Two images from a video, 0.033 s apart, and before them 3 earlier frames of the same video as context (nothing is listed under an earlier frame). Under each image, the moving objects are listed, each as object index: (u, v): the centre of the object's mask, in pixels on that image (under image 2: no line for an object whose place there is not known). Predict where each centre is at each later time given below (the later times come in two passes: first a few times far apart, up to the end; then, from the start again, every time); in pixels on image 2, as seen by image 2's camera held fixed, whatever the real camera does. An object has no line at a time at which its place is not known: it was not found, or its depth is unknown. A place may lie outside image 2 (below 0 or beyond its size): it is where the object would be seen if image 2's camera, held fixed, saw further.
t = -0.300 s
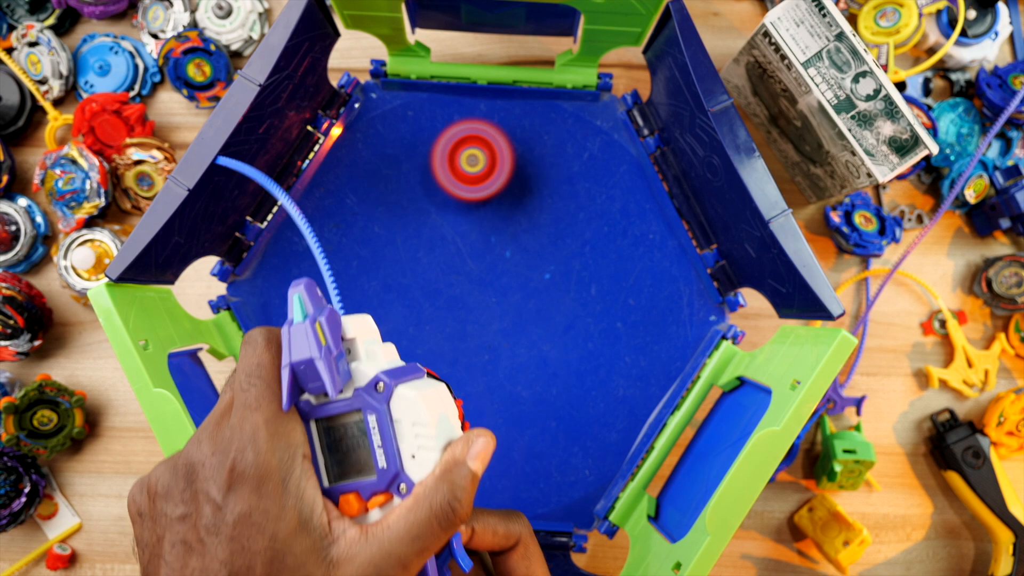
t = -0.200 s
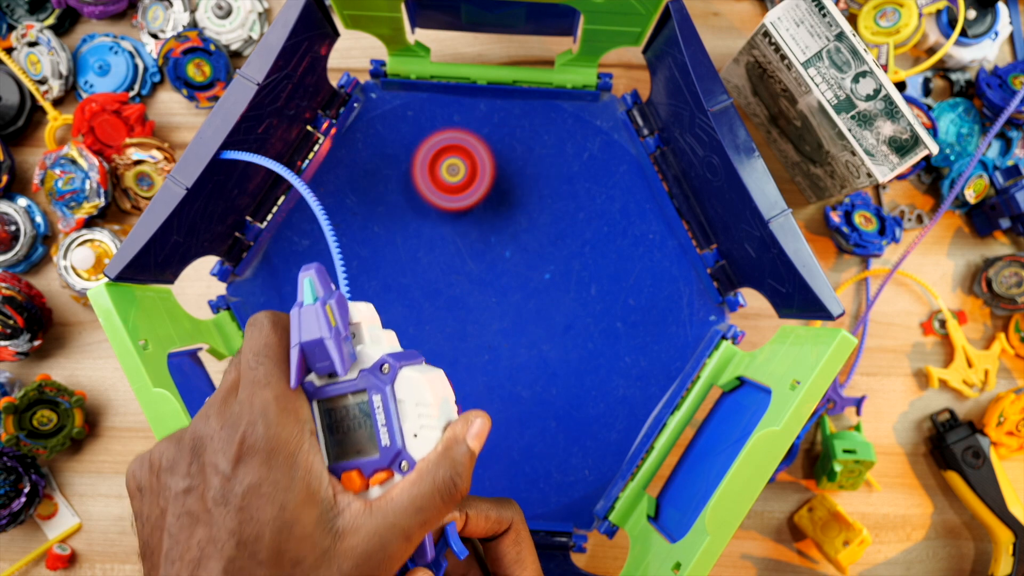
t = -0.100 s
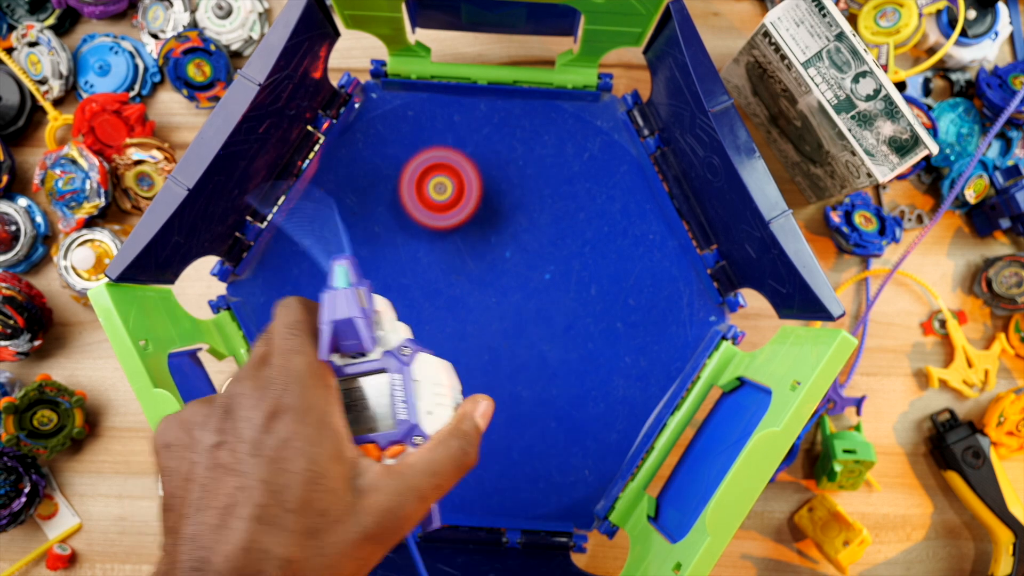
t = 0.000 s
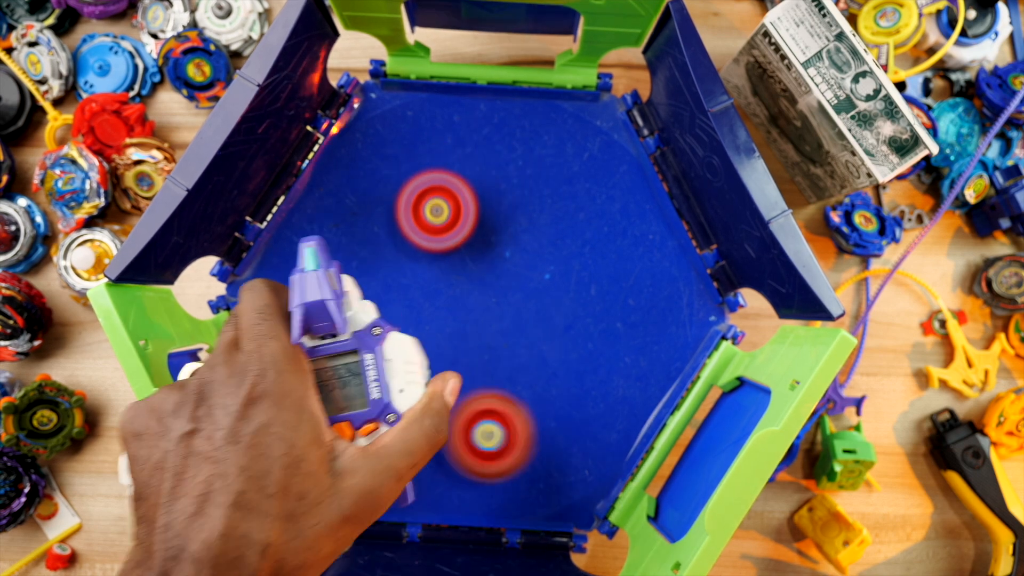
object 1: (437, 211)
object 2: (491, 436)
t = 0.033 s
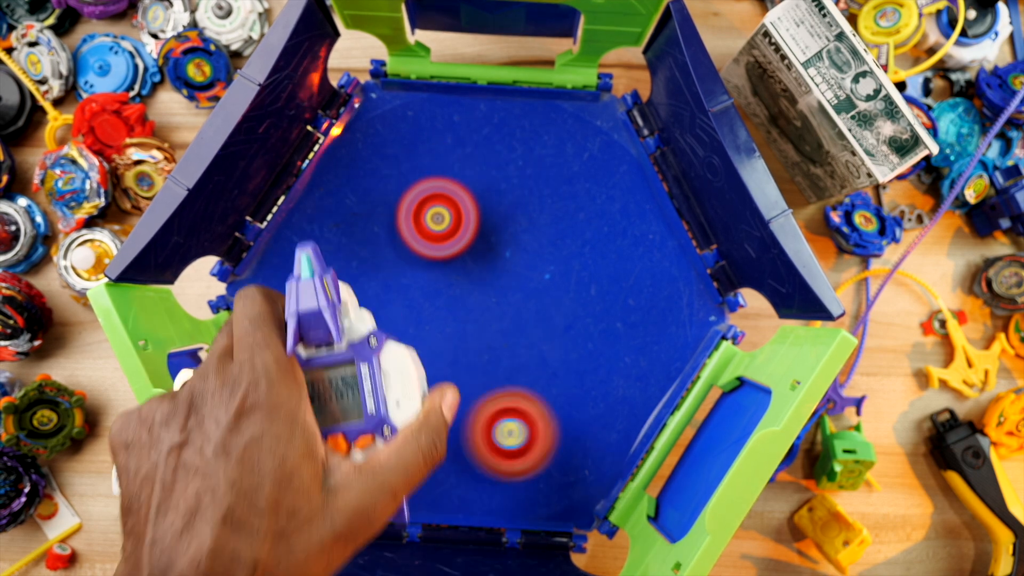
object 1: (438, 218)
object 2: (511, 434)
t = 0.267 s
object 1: (451, 264)
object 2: (606, 370)
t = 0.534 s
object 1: (464, 294)
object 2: (681, 329)
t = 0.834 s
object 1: (478, 316)
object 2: (628, 336)
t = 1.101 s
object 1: (473, 330)
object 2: (548, 202)
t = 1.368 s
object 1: (476, 337)
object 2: (611, 108)
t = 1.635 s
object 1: (455, 387)
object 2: (523, 141)
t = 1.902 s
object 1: (447, 397)
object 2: (379, 206)
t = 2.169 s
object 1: (445, 376)
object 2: (319, 187)
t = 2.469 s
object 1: (439, 345)
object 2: (393, 267)
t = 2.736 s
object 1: (561, 457)
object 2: (320, 223)
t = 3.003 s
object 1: (611, 368)
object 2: (428, 240)
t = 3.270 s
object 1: (561, 283)
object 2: (446, 405)
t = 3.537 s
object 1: (499, 270)
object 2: (331, 453)
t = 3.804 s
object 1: (469, 285)
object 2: (348, 314)
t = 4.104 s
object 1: (707, 365)
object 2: (408, 247)
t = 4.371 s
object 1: (507, 372)
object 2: (670, 285)
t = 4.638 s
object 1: (402, 343)
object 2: (492, 430)
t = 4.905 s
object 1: (388, 304)
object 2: (412, 408)
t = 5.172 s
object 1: (366, 99)
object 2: (450, 479)
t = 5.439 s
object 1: (371, 81)
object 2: (482, 431)
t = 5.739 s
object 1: (365, 85)
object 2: (543, 337)
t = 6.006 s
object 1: (365, 94)
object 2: (581, 252)
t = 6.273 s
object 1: (369, 96)
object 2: (592, 204)
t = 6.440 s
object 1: (385, 96)
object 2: (563, 212)
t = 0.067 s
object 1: (439, 226)
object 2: (533, 430)
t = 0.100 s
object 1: (440, 233)
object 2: (551, 423)
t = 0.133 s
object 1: (442, 240)
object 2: (564, 414)
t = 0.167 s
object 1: (445, 247)
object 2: (577, 403)
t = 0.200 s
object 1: (447, 254)
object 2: (586, 393)
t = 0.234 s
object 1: (449, 259)
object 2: (596, 382)
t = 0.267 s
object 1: (451, 264)
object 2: (606, 370)
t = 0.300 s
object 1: (452, 268)
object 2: (617, 358)
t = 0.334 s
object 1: (454, 272)
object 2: (628, 348)
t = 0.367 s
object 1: (455, 276)
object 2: (640, 340)
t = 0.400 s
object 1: (457, 280)
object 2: (650, 335)
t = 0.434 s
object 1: (459, 284)
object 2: (659, 331)
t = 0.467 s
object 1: (461, 287)
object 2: (668, 329)
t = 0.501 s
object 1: (463, 291)
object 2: (675, 328)
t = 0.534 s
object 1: (464, 294)
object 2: (681, 329)
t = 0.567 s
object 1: (466, 297)
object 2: (684, 331)
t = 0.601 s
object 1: (468, 300)
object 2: (686, 333)
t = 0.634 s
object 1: (470, 303)
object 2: (686, 337)
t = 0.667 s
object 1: (471, 306)
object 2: (683, 340)
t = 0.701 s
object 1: (472, 308)
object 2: (677, 343)
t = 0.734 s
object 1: (474, 311)
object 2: (669, 344)
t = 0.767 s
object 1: (475, 313)
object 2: (658, 344)
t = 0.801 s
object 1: (477, 315)
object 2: (643, 341)
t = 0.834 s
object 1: (478, 316)
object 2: (628, 336)
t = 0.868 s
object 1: (479, 318)
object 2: (612, 329)
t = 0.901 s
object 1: (480, 320)
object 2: (596, 319)
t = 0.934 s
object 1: (480, 321)
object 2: (581, 307)
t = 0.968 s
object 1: (479, 322)
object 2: (569, 291)
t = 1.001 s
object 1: (478, 324)
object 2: (560, 273)
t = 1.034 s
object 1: (476, 326)
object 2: (553, 251)
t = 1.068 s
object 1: (474, 328)
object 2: (549, 226)
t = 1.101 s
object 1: (473, 330)
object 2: (548, 202)
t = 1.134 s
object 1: (473, 332)
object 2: (550, 178)
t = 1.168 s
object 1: (472, 333)
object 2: (555, 156)
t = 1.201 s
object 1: (472, 334)
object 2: (564, 138)
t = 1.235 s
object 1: (472, 335)
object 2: (576, 125)
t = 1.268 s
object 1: (473, 335)
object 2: (590, 113)
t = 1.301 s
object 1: (473, 336)
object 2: (601, 103)
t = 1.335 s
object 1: (474, 336)
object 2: (609, 101)
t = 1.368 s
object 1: (476, 337)
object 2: (611, 108)
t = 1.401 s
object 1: (478, 339)
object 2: (608, 112)
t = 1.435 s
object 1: (476, 344)
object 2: (602, 114)
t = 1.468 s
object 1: (474, 350)
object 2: (592, 114)
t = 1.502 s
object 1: (470, 357)
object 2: (578, 111)
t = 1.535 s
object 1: (465, 365)
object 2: (562, 112)
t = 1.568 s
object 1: (460, 374)
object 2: (547, 120)
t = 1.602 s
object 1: (457, 381)
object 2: (534, 129)
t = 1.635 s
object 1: (455, 387)
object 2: (523, 141)
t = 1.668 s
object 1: (453, 392)
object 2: (510, 153)
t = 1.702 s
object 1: (451, 395)
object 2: (495, 165)
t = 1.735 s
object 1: (449, 397)
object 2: (478, 175)
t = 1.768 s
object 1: (448, 398)
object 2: (459, 184)
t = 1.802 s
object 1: (448, 399)
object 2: (439, 192)
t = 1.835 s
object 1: (447, 398)
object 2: (419, 198)
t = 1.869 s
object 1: (447, 398)
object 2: (399, 203)
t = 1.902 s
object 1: (447, 397)
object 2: (379, 206)
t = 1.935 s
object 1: (448, 395)
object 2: (360, 208)
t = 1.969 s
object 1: (448, 394)
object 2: (344, 208)
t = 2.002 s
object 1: (448, 392)
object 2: (330, 205)
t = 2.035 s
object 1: (447, 389)
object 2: (319, 200)
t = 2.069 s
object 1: (447, 387)
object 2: (308, 193)
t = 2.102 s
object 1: (447, 383)
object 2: (302, 186)
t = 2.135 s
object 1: (446, 380)
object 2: (308, 185)
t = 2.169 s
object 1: (445, 376)
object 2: (319, 187)
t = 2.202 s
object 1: (444, 373)
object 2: (328, 188)
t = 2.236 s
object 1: (443, 369)
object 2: (338, 190)
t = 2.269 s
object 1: (443, 364)
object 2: (347, 193)
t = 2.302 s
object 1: (442, 361)
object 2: (357, 199)
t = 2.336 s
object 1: (441, 357)
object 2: (367, 207)
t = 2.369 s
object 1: (440, 353)
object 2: (377, 219)
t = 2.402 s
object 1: (440, 350)
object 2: (384, 233)
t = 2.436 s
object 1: (439, 347)
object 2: (390, 250)
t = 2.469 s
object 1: (439, 345)
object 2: (393, 267)
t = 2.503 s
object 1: (453, 362)
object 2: (382, 270)
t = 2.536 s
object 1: (472, 387)
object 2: (364, 265)
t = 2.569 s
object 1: (490, 408)
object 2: (348, 261)
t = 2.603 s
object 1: (507, 427)
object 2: (335, 256)
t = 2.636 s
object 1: (523, 441)
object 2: (325, 250)
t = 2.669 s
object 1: (538, 451)
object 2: (319, 242)
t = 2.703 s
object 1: (550, 456)
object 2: (317, 232)
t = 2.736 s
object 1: (561, 457)
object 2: (320, 223)
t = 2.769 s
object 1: (570, 453)
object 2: (326, 213)
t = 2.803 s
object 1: (579, 445)
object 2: (335, 205)
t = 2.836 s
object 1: (588, 436)
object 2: (349, 202)
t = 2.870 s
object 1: (596, 425)
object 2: (365, 202)
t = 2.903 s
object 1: (602, 412)
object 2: (383, 206)
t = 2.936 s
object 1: (606, 398)
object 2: (400, 214)
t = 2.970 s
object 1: (609, 383)
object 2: (416, 225)
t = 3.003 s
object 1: (611, 368)
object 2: (428, 240)
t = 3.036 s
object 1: (611, 353)
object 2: (437, 257)
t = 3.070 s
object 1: (610, 338)
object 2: (444, 276)
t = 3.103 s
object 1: (605, 325)
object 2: (449, 298)
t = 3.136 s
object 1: (597, 314)
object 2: (452, 320)
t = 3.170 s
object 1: (589, 304)
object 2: (454, 341)
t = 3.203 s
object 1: (579, 296)
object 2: (454, 363)
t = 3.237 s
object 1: (570, 289)
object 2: (451, 385)
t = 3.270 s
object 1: (561, 283)
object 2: (446, 405)
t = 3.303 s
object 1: (552, 279)
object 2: (437, 423)
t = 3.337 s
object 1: (543, 275)
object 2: (425, 438)
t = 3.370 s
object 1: (534, 272)
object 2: (411, 450)
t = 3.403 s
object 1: (526, 270)
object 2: (394, 459)
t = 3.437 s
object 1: (519, 269)
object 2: (377, 464)
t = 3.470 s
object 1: (512, 269)
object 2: (360, 466)
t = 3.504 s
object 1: (505, 269)
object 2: (345, 461)
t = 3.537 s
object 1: (499, 270)
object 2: (331, 453)
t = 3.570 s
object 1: (494, 271)
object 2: (318, 442)
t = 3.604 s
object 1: (489, 272)
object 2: (309, 426)
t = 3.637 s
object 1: (485, 274)
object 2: (305, 409)
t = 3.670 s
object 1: (481, 276)
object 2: (305, 389)
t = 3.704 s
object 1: (477, 278)
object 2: (309, 370)
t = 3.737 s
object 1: (474, 280)
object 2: (318, 349)
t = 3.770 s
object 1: (471, 282)
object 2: (331, 330)
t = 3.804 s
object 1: (469, 285)
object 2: (348, 314)
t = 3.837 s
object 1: (466, 287)
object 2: (367, 300)
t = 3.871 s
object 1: (489, 288)
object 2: (366, 295)
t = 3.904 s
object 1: (567, 284)
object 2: (312, 294)
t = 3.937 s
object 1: (643, 278)
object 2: (267, 293)
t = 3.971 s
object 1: (705, 277)
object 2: (242, 285)
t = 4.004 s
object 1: (719, 299)
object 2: (274, 274)
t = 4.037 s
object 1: (730, 326)
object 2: (314, 263)
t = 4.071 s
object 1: (733, 356)
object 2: (360, 253)
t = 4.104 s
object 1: (707, 365)
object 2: (408, 247)
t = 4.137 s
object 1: (675, 370)
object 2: (455, 242)
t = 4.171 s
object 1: (651, 375)
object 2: (502, 238)
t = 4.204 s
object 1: (627, 380)
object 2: (543, 235)
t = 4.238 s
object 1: (602, 382)
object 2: (584, 234)
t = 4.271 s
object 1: (577, 381)
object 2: (622, 237)
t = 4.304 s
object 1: (553, 380)
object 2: (656, 243)
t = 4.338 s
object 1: (530, 376)
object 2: (681, 254)
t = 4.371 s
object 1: (507, 372)
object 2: (670, 285)
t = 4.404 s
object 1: (487, 368)
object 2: (655, 316)
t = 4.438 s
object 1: (468, 363)
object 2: (634, 342)
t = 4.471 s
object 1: (452, 360)
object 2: (612, 365)
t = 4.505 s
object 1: (438, 356)
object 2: (587, 382)
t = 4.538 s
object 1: (426, 352)
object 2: (560, 398)
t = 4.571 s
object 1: (416, 349)
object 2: (536, 409)
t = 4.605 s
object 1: (408, 346)
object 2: (513, 420)
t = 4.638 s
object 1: (402, 343)
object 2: (492, 430)
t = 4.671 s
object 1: (397, 340)
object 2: (475, 438)
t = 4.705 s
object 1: (394, 337)
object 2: (461, 442)
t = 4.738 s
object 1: (392, 334)
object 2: (448, 440)
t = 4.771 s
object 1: (390, 331)
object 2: (438, 436)
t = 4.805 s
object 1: (390, 329)
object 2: (428, 429)
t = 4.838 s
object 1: (390, 325)
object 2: (419, 419)
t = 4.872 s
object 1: (390, 321)
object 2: (412, 409)
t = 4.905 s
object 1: (388, 304)
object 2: (412, 408)
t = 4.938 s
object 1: (376, 265)
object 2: (419, 427)
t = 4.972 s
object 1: (367, 227)
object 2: (427, 441)
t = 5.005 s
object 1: (360, 193)
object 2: (432, 451)
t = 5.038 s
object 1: (356, 165)
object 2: (436, 459)
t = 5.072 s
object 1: (354, 137)
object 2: (440, 466)
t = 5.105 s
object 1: (353, 119)
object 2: (444, 472)
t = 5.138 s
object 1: (356, 105)
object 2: (447, 477)
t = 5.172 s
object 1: (366, 99)
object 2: (450, 479)
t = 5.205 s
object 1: (374, 91)
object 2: (453, 479)
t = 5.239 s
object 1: (379, 84)
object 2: (456, 477)
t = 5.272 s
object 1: (375, 82)
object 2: (460, 473)
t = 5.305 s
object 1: (371, 84)
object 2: (462, 468)
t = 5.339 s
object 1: (367, 84)
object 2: (466, 460)
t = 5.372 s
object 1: (370, 83)
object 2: (471, 452)
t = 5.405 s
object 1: (372, 82)
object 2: (476, 442)
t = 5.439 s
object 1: (371, 81)
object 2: (482, 431)
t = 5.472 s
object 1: (368, 83)
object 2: (488, 421)
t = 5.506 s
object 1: (368, 85)
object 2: (495, 411)
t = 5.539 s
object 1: (367, 85)
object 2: (502, 400)
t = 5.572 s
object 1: (367, 85)
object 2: (510, 390)
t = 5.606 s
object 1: (368, 83)
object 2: (517, 380)
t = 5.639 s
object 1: (368, 83)
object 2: (524, 369)
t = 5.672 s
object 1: (369, 86)
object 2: (530, 358)
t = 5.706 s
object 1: (367, 87)
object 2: (537, 348)
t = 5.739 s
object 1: (365, 85)
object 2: (543, 337)
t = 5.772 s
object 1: (367, 87)
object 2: (549, 326)
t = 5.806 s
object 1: (367, 87)
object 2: (554, 315)
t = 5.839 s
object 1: (367, 88)
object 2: (559, 304)
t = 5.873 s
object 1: (364, 88)
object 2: (564, 293)
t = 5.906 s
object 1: (365, 90)
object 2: (569, 283)
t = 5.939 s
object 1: (363, 92)
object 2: (573, 272)
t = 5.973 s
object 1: (364, 93)
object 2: (577, 262)
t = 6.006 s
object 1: (365, 94)
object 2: (581, 252)
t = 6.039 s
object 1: (364, 96)
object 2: (584, 243)
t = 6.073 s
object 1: (362, 97)
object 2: (588, 234)
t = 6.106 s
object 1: (361, 96)
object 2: (590, 226)
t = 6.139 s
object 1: (362, 97)
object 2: (592, 219)
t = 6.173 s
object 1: (364, 96)
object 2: (593, 212)
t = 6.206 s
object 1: (367, 94)
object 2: (594, 207)
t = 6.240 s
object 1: (368, 95)
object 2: (593, 204)
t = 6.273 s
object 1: (369, 96)
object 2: (592, 204)
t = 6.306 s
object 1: (372, 97)
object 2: (588, 204)
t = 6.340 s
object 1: (375, 96)
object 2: (584, 205)
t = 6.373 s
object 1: (379, 95)
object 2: (579, 207)
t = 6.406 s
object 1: (382, 95)
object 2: (572, 209)
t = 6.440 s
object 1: (385, 96)
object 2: (563, 212)
